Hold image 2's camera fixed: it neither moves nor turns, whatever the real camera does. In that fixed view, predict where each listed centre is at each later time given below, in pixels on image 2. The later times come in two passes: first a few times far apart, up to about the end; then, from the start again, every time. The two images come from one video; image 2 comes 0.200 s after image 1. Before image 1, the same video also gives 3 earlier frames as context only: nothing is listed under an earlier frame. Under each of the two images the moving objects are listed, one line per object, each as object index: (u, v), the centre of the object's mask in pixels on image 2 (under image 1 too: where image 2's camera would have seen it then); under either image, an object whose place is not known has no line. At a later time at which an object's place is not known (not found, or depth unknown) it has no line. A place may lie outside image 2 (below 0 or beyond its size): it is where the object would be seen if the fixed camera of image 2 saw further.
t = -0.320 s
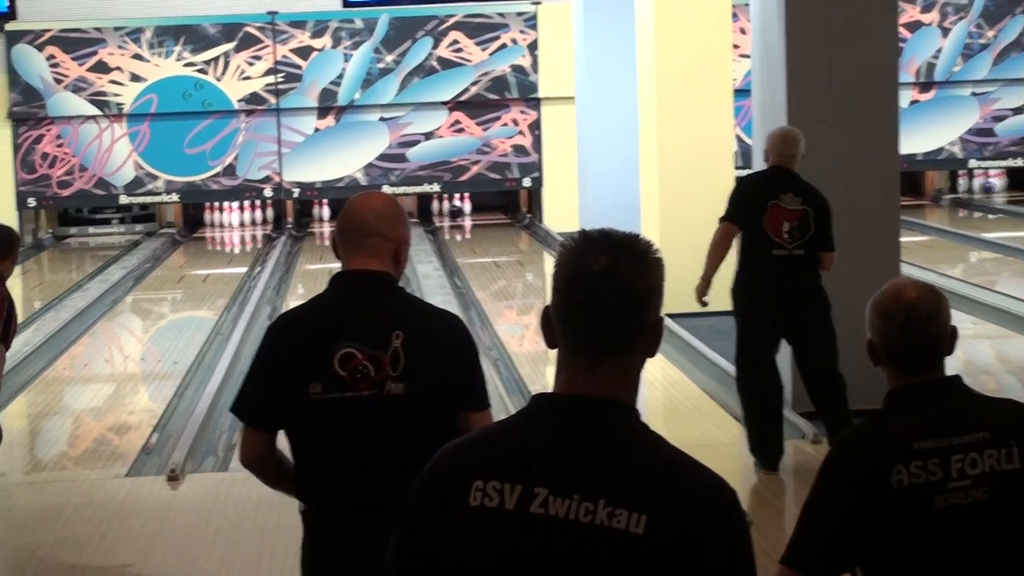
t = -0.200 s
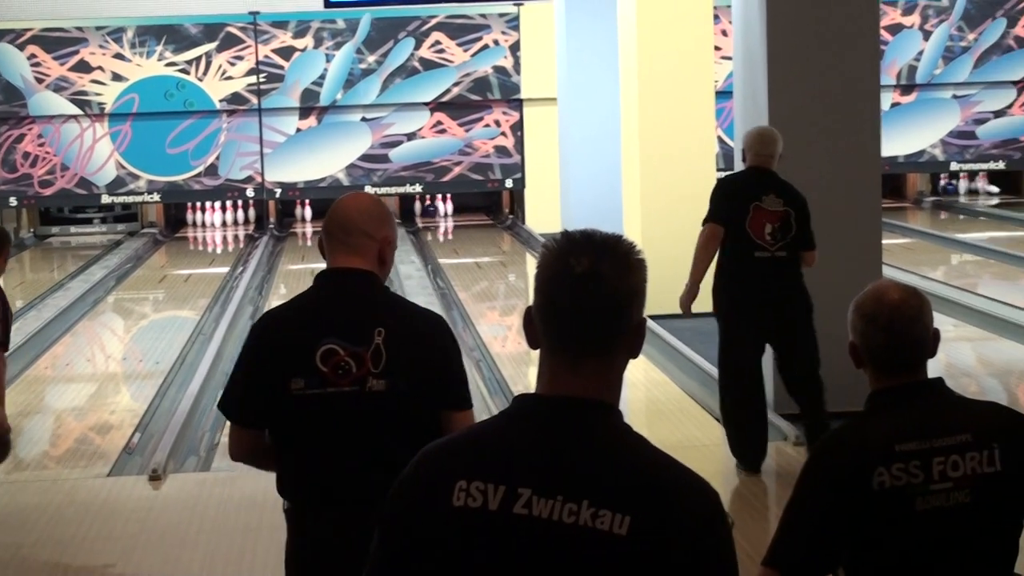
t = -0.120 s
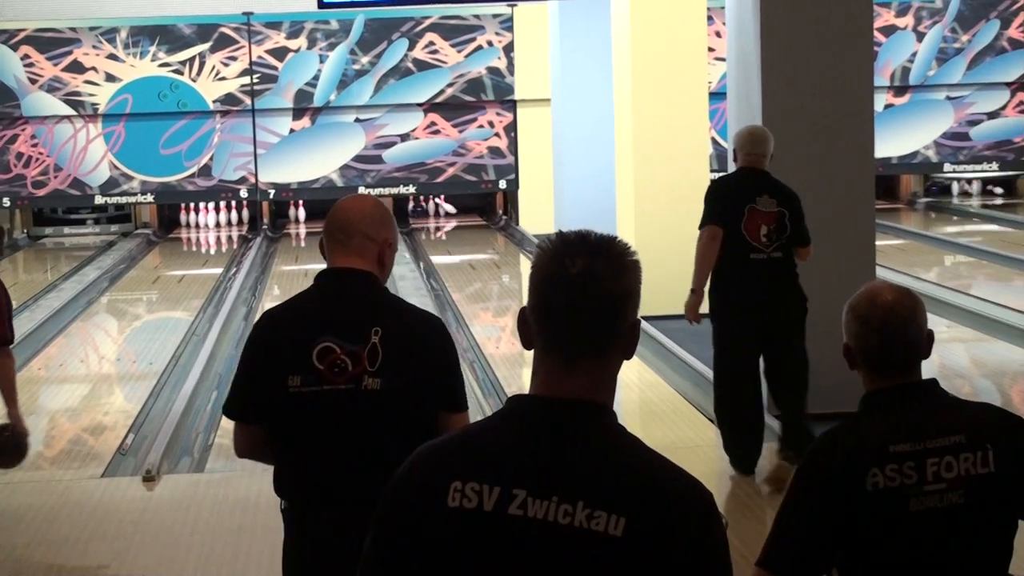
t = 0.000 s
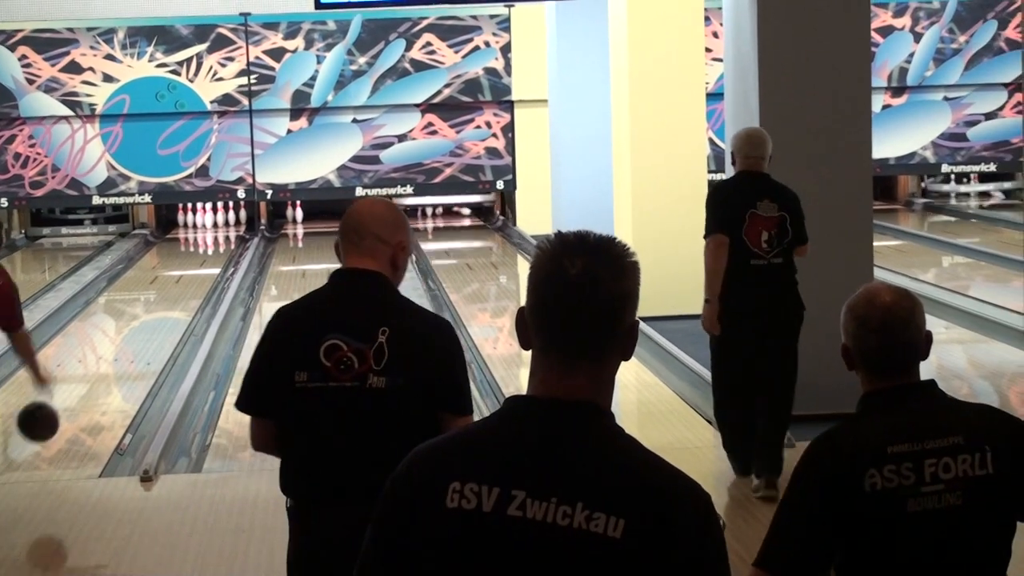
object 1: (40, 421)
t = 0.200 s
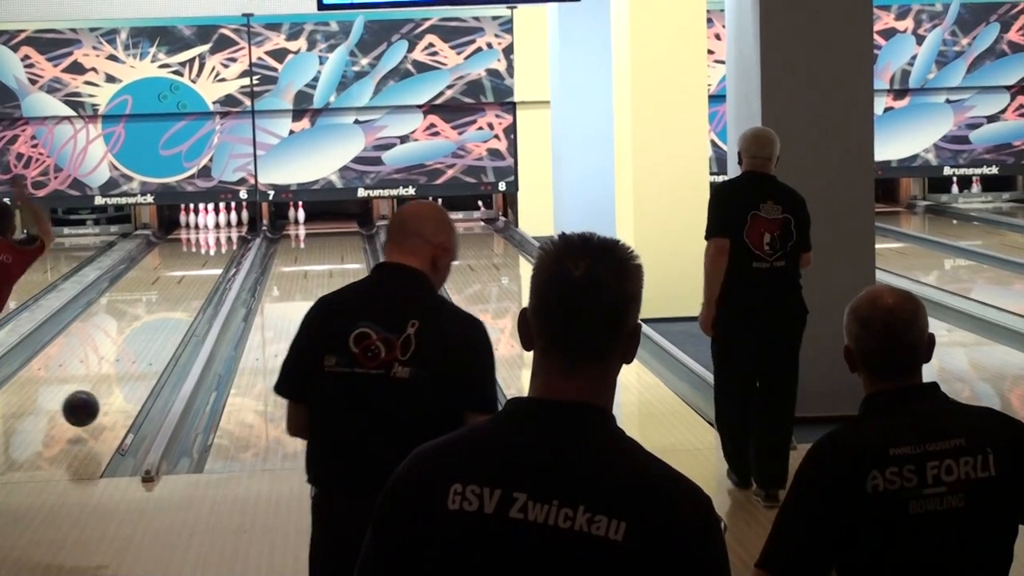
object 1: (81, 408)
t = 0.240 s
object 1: (88, 412)
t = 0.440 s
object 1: (116, 377)
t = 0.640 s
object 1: (139, 348)
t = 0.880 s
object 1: (160, 322)
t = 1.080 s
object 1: (174, 304)
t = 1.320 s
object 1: (187, 286)
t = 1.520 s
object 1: (196, 273)
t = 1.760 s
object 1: (205, 259)
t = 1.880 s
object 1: (208, 253)
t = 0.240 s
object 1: (88, 412)
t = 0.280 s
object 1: (94, 401)
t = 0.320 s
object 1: (100, 393)
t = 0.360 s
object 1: (106, 388)
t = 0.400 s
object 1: (111, 383)
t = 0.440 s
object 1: (116, 377)
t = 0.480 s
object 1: (122, 371)
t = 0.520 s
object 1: (126, 365)
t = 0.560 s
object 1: (130, 359)
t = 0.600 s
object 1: (135, 354)
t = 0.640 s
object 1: (139, 348)
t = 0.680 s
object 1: (143, 344)
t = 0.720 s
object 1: (146, 339)
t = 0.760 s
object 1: (150, 334)
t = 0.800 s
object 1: (154, 330)
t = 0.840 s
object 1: (157, 326)
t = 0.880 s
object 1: (160, 322)
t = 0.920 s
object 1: (163, 318)
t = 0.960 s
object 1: (166, 314)
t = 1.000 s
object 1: (169, 310)
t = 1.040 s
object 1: (171, 307)
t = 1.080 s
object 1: (174, 304)
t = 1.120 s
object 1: (177, 300)
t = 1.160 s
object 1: (179, 297)
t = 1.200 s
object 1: (181, 294)
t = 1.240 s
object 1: (183, 291)
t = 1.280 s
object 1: (185, 288)
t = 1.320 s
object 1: (187, 286)
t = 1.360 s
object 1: (189, 283)
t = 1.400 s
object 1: (191, 280)
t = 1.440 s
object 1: (193, 277)
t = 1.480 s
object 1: (195, 275)
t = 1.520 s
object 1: (196, 273)
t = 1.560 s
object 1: (198, 270)
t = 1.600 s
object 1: (199, 268)
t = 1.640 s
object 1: (201, 265)
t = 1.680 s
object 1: (202, 263)
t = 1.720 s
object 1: (204, 261)
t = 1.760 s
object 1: (205, 259)
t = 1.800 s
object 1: (206, 257)
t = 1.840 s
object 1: (207, 255)
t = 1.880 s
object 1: (208, 253)
